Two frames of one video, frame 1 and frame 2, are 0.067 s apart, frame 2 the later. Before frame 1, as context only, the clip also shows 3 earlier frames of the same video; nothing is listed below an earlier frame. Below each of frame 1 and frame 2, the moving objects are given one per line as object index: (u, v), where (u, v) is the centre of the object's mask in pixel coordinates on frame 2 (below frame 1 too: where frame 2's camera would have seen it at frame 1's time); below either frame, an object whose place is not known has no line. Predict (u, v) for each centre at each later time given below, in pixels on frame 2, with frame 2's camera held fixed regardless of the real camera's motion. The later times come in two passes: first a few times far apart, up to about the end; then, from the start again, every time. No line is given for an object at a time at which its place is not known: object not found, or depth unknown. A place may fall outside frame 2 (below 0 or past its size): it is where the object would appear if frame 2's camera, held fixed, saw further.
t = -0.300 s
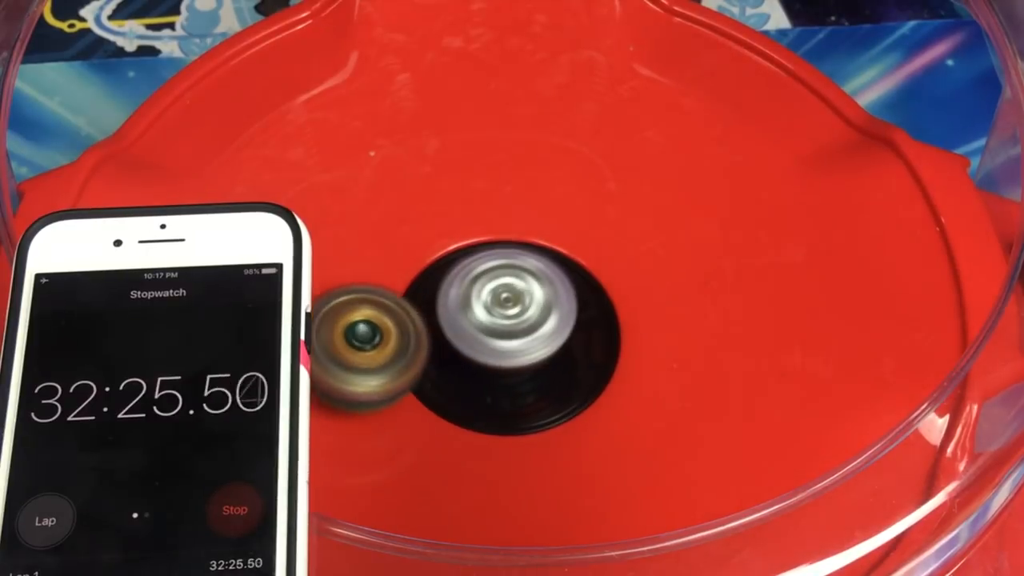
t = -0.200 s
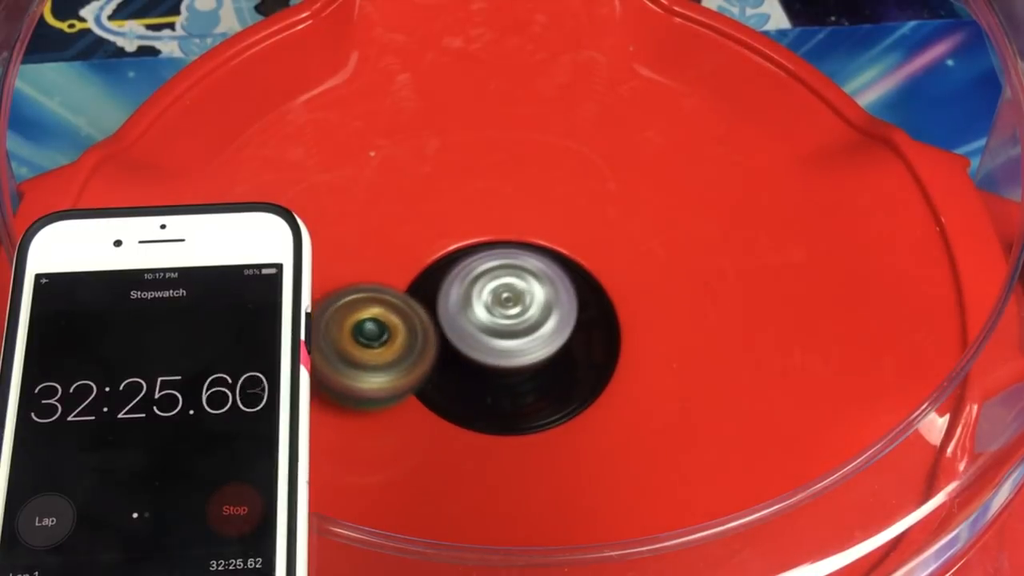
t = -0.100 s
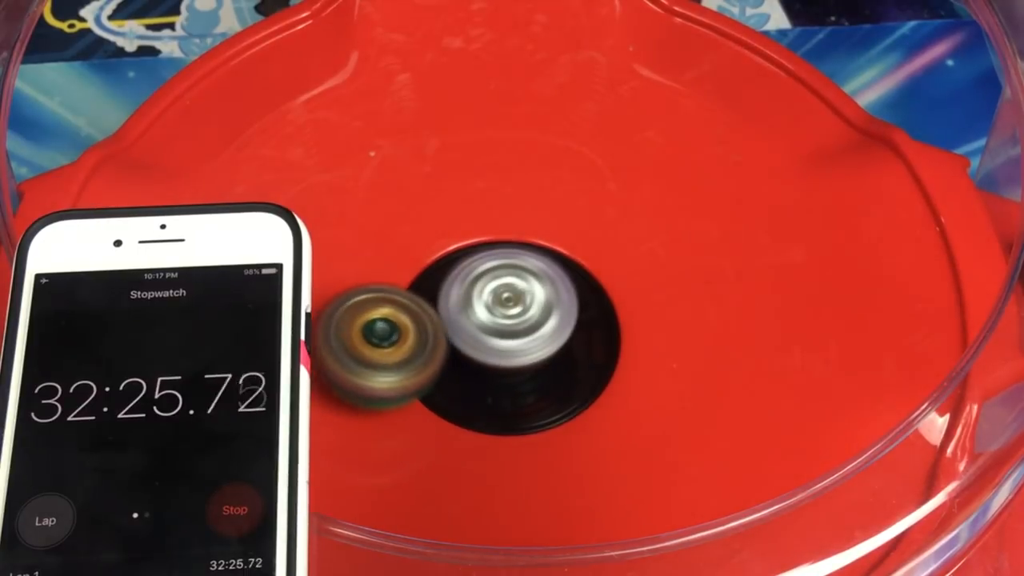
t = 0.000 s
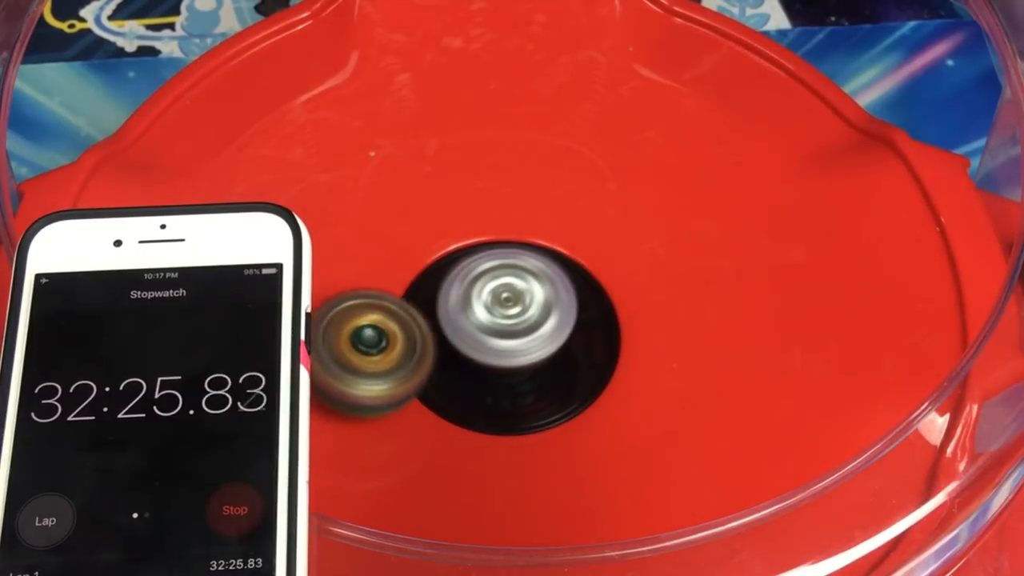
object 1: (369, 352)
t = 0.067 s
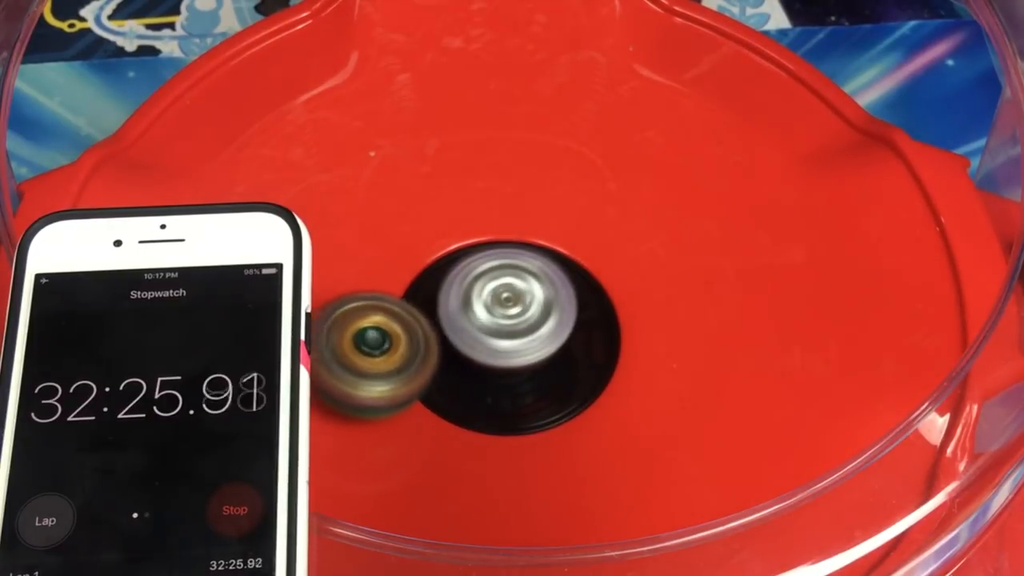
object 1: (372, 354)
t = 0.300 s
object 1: (390, 364)
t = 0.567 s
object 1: (393, 385)
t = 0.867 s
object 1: (438, 407)
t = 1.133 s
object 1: (483, 420)
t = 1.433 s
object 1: (537, 423)
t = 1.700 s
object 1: (589, 399)
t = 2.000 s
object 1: (631, 364)
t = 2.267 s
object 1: (646, 336)
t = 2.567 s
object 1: (646, 299)
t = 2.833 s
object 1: (639, 277)
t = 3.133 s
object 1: (643, 262)
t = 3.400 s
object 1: (633, 257)
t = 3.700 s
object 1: (628, 247)
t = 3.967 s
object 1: (675, 278)
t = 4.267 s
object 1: (650, 297)
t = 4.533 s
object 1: (644, 315)
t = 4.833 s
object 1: (638, 341)
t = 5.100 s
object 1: (638, 357)
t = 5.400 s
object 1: (617, 403)
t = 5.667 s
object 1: (583, 400)
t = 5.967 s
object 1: (562, 422)
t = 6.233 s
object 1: (533, 429)
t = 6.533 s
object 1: (510, 430)
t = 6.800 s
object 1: (501, 424)
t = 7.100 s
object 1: (498, 428)
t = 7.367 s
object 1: (487, 436)
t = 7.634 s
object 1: (487, 424)
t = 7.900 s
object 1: (492, 425)
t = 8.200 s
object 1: (507, 423)
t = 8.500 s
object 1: (479, 439)
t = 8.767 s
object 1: (460, 419)
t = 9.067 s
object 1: (470, 417)
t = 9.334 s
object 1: (499, 422)
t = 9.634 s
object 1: (512, 420)
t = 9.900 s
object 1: (525, 425)
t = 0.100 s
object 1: (376, 355)
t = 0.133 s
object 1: (380, 356)
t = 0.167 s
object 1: (385, 357)
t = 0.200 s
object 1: (383, 361)
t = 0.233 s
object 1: (384, 363)
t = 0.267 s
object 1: (388, 363)
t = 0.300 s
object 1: (390, 364)
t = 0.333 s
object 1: (389, 366)
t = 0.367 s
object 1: (387, 369)
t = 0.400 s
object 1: (386, 370)
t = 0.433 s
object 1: (388, 371)
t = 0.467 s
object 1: (393, 372)
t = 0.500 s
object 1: (399, 373)
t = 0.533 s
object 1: (395, 380)
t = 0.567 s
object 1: (393, 385)
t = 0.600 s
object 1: (394, 387)
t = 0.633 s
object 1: (398, 390)
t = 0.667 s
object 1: (404, 392)
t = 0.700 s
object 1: (412, 392)
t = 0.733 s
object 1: (419, 393)
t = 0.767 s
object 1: (423, 398)
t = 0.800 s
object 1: (426, 403)
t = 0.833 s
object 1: (431, 405)
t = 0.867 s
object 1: (438, 407)
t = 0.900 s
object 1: (443, 411)
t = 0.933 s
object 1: (450, 414)
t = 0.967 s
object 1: (457, 416)
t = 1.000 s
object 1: (465, 416)
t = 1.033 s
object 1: (472, 417)
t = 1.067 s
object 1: (474, 420)
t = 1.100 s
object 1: (476, 421)
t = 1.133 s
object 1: (483, 420)
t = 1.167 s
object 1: (492, 419)
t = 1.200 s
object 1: (498, 420)
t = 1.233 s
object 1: (500, 427)
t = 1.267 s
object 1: (503, 431)
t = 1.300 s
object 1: (507, 431)
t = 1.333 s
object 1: (513, 430)
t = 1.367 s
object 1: (521, 427)
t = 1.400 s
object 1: (527, 423)
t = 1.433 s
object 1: (537, 423)
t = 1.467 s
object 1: (546, 425)
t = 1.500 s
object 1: (552, 423)
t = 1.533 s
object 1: (559, 420)
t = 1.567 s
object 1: (566, 416)
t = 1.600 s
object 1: (572, 413)
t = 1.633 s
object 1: (577, 408)
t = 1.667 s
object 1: (582, 402)
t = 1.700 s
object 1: (589, 399)
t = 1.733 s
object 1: (593, 396)
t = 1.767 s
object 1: (597, 393)
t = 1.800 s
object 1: (607, 392)
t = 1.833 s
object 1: (614, 391)
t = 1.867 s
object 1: (619, 387)
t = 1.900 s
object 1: (624, 382)
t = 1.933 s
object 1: (628, 377)
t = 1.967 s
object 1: (630, 371)
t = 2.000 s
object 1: (631, 364)
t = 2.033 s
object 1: (632, 357)
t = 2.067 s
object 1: (634, 350)
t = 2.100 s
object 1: (638, 345)
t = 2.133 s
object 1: (641, 341)
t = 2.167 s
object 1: (643, 338)
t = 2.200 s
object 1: (642, 337)
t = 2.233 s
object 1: (644, 337)
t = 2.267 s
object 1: (646, 336)
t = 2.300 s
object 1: (646, 333)
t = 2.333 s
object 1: (644, 329)
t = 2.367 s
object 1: (645, 324)
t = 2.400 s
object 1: (647, 320)
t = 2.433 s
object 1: (647, 316)
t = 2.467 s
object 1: (649, 312)
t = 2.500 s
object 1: (650, 307)
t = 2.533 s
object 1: (648, 304)
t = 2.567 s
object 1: (646, 299)
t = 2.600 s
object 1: (646, 296)
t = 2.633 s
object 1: (644, 292)
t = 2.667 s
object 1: (641, 287)
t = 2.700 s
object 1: (643, 285)
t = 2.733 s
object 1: (642, 283)
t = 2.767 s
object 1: (640, 282)
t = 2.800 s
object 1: (640, 279)
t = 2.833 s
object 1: (639, 277)
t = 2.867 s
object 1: (639, 275)
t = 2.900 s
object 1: (636, 274)
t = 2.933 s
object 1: (640, 271)
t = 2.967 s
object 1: (644, 268)
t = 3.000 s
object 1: (643, 266)
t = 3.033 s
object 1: (639, 265)
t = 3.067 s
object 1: (635, 263)
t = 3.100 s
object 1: (640, 262)
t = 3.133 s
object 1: (643, 262)
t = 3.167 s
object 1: (643, 263)
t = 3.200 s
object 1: (642, 263)
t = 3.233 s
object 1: (639, 262)
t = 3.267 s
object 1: (637, 261)
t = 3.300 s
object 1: (636, 260)
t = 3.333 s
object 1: (634, 260)
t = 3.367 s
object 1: (633, 258)
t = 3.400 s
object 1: (633, 257)
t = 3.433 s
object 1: (634, 256)
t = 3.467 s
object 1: (633, 255)
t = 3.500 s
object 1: (637, 251)
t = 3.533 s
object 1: (638, 248)
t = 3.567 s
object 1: (637, 248)
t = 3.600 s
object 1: (633, 247)
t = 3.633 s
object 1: (628, 247)
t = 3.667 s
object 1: (628, 246)
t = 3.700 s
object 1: (628, 247)
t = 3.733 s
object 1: (626, 248)
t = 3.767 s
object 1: (633, 252)
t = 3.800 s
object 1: (640, 259)
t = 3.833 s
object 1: (641, 266)
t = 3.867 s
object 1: (639, 271)
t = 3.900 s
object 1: (652, 272)
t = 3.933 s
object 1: (667, 275)
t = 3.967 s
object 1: (675, 278)
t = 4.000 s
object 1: (679, 282)
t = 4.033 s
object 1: (679, 284)
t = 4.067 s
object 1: (677, 287)
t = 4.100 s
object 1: (673, 289)
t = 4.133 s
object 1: (667, 291)
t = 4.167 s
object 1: (659, 292)
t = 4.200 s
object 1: (650, 294)
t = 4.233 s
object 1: (642, 295)
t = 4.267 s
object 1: (650, 297)
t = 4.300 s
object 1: (659, 301)
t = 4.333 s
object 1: (662, 304)
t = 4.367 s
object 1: (663, 307)
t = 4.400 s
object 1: (660, 310)
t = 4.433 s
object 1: (655, 312)
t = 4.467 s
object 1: (649, 313)
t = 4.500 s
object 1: (643, 314)
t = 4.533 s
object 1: (644, 315)
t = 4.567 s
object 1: (644, 316)
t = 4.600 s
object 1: (644, 317)
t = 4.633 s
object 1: (644, 319)
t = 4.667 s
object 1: (648, 323)
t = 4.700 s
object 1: (649, 327)
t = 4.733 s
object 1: (647, 330)
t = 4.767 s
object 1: (642, 332)
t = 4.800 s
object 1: (640, 336)
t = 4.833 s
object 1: (638, 341)
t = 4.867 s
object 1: (644, 346)
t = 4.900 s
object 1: (651, 352)
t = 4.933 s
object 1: (655, 357)
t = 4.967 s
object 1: (656, 360)
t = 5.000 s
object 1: (655, 361)
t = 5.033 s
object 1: (651, 361)
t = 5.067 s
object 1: (646, 359)
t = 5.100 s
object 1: (638, 357)
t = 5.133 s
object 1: (634, 355)
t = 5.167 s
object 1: (637, 362)
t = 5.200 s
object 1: (646, 379)
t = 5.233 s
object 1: (648, 392)
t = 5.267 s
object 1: (646, 401)
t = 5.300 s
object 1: (640, 406)
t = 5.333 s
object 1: (632, 407)
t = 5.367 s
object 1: (624, 406)
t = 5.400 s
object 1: (617, 403)
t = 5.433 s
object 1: (609, 399)
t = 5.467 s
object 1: (603, 394)
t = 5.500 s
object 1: (600, 391)
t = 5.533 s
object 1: (600, 397)
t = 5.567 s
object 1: (597, 401)
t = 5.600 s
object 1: (592, 402)
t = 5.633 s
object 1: (586, 401)
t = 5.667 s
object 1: (583, 400)
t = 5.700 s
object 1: (586, 413)
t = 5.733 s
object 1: (587, 425)
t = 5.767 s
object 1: (585, 432)
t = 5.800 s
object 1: (580, 435)
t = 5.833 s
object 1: (576, 436)
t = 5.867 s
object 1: (573, 434)
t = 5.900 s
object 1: (569, 431)
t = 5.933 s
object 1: (566, 427)
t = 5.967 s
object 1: (562, 422)
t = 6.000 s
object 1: (559, 416)
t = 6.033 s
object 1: (558, 415)
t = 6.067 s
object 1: (556, 416)
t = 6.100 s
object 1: (551, 415)
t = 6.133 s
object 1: (547, 413)
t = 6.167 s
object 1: (543, 421)
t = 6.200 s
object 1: (539, 427)
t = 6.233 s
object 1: (533, 429)
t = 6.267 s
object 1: (529, 428)
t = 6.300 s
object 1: (527, 426)
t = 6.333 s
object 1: (524, 422)
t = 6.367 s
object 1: (523, 418)
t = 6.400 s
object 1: (520, 420)
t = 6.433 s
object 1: (517, 425)
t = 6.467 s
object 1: (513, 430)
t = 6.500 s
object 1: (511, 431)
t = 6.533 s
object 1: (510, 430)
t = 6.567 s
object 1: (509, 429)
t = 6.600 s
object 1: (509, 426)
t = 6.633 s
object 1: (510, 422)
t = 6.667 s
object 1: (509, 419)
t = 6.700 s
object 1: (507, 425)
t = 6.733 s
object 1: (504, 427)
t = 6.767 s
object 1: (502, 427)
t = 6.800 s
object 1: (501, 424)
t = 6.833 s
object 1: (501, 420)
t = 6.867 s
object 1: (501, 421)
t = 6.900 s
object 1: (499, 424)
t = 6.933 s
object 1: (497, 427)
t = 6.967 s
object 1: (496, 427)
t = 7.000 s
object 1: (496, 425)
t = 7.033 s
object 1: (496, 421)
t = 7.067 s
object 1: (498, 424)
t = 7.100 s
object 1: (498, 428)
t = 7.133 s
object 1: (498, 430)
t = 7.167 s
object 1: (498, 430)
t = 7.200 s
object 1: (500, 427)
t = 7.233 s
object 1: (502, 423)
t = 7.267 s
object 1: (504, 419)
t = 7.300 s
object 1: (501, 422)
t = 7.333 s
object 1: (494, 431)
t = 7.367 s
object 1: (487, 436)
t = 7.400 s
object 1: (483, 437)
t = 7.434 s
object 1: (480, 435)
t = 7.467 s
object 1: (480, 430)
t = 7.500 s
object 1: (482, 425)
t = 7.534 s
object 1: (485, 420)
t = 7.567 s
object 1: (486, 423)
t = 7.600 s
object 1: (486, 425)
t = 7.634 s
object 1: (487, 424)
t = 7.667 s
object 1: (489, 421)
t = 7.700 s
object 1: (491, 419)
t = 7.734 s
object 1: (490, 426)
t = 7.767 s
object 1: (488, 432)
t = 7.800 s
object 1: (487, 433)
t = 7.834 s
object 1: (487, 432)
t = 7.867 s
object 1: (489, 429)
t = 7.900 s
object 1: (492, 425)
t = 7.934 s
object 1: (495, 423)
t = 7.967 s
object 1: (498, 426)
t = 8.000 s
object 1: (500, 428)
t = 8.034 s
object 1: (502, 426)
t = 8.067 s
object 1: (506, 423)
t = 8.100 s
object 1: (511, 420)
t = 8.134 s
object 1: (512, 422)
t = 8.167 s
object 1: (509, 423)
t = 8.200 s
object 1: (507, 423)
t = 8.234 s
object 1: (503, 429)
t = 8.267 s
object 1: (501, 430)
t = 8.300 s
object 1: (499, 429)
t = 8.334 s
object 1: (500, 426)
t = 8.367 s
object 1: (501, 423)
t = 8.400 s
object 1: (497, 430)
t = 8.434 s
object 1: (490, 436)
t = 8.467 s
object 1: (484, 439)
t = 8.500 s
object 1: (479, 439)
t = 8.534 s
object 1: (476, 436)
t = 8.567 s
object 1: (473, 431)
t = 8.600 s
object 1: (471, 423)
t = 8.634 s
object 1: (470, 417)
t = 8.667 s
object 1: (469, 418)
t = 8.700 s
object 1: (467, 416)
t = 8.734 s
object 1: (463, 417)
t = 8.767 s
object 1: (460, 419)
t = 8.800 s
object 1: (459, 420)
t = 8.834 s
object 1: (459, 417)
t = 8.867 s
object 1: (461, 416)
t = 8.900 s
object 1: (459, 421)
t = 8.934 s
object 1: (459, 423)
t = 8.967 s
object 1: (460, 422)
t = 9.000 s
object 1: (462, 420)
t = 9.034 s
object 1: (466, 417)
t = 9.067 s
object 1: (470, 417)
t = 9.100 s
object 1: (472, 422)
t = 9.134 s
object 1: (475, 423)
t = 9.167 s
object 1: (479, 422)
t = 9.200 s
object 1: (483, 423)
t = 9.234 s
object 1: (487, 425)
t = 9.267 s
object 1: (490, 425)
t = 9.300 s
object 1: (493, 423)
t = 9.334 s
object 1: (499, 422)
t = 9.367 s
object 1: (503, 422)
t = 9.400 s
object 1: (505, 422)
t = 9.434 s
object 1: (502, 433)
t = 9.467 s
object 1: (499, 439)
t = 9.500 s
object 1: (498, 439)
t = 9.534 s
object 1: (499, 436)
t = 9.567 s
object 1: (502, 431)
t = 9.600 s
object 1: (506, 426)
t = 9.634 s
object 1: (512, 420)
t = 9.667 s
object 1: (514, 426)
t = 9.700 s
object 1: (514, 432)
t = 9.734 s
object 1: (514, 432)
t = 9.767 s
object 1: (515, 430)
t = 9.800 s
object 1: (518, 424)
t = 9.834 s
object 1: (521, 419)
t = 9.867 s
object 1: (523, 420)
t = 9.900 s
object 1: (525, 425)
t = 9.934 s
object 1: (527, 427)
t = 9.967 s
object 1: (529, 426)
